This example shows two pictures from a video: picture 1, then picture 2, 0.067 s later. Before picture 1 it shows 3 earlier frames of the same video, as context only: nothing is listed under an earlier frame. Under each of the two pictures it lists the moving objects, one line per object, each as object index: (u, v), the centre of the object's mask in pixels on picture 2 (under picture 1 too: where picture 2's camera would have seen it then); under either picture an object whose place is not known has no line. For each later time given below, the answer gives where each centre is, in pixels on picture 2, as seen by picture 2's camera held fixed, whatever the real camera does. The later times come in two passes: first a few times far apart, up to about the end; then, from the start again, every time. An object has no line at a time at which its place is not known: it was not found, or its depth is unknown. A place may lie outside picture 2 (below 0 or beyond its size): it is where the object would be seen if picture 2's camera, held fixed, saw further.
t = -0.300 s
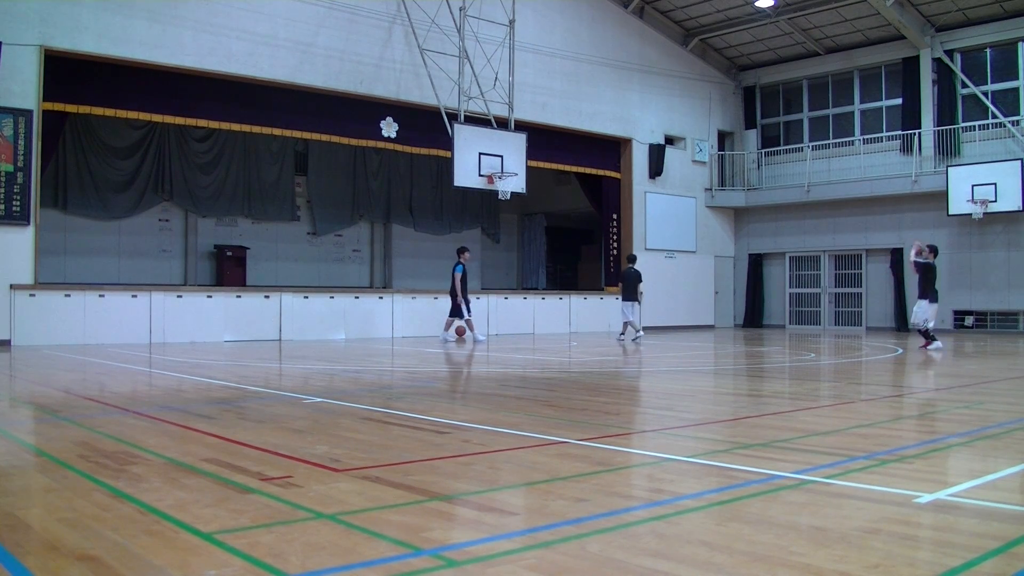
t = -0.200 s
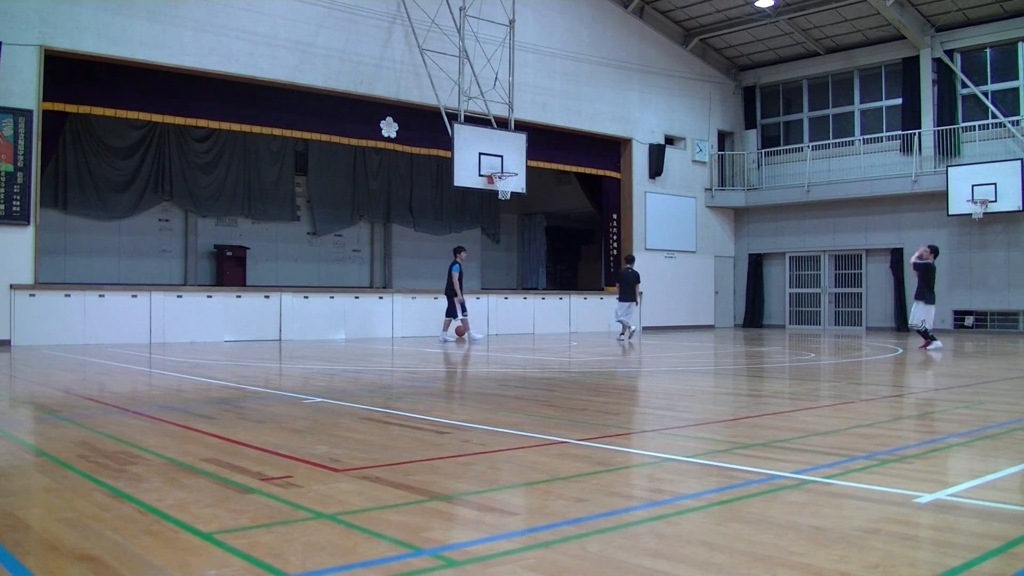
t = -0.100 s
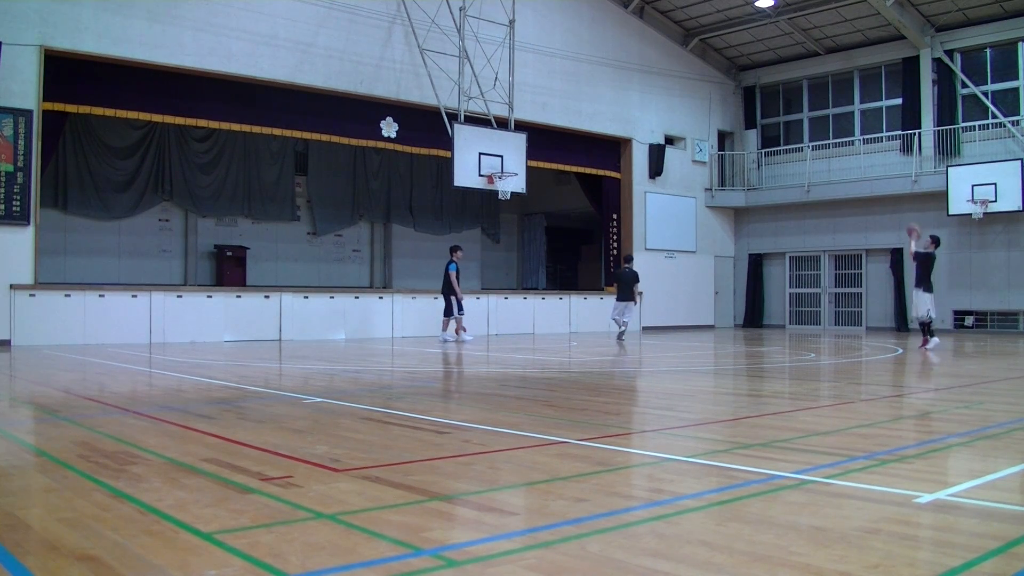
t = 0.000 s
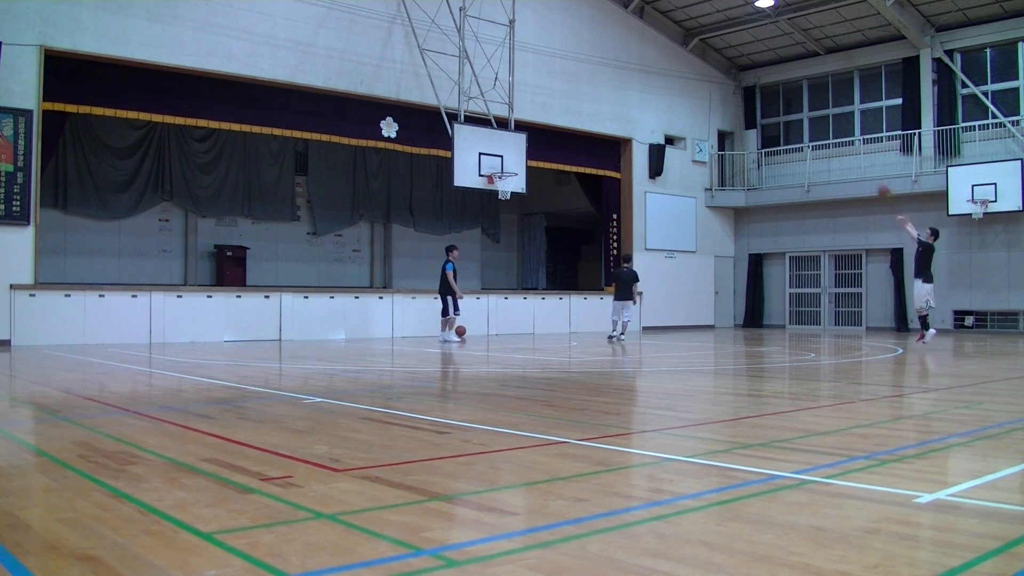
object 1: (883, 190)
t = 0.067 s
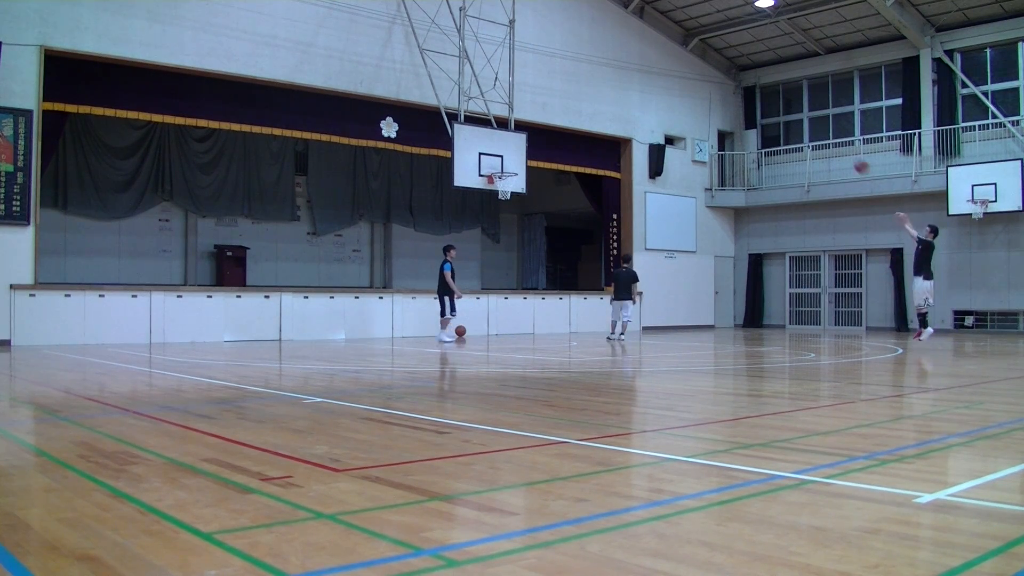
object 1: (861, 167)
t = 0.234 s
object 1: (804, 117)
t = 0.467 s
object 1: (730, 77)
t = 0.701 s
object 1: (658, 70)
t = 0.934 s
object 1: (593, 93)
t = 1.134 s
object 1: (539, 134)
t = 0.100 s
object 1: (850, 156)
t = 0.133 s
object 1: (838, 143)
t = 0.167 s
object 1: (827, 133)
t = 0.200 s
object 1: (816, 125)
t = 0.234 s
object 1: (804, 117)
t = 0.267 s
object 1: (793, 108)
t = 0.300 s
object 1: (782, 102)
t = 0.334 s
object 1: (771, 95)
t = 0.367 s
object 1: (761, 90)
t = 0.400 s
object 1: (750, 85)
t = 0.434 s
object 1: (740, 81)
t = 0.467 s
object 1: (730, 77)
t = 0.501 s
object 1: (719, 74)
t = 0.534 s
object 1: (709, 72)
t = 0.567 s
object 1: (698, 70)
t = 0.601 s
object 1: (689, 69)
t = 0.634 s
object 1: (678, 69)
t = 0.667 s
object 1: (668, 69)
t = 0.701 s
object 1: (658, 70)
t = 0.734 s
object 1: (649, 72)
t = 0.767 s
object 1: (639, 74)
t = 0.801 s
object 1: (630, 77)
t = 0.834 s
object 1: (621, 80)
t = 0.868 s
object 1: (611, 84)
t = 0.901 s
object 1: (602, 88)
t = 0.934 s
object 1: (593, 93)
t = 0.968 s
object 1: (584, 98)
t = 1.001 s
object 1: (574, 104)
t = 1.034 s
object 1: (566, 111)
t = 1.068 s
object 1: (556, 119)
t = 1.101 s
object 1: (547, 127)
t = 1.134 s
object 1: (539, 134)
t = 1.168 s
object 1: (531, 143)
